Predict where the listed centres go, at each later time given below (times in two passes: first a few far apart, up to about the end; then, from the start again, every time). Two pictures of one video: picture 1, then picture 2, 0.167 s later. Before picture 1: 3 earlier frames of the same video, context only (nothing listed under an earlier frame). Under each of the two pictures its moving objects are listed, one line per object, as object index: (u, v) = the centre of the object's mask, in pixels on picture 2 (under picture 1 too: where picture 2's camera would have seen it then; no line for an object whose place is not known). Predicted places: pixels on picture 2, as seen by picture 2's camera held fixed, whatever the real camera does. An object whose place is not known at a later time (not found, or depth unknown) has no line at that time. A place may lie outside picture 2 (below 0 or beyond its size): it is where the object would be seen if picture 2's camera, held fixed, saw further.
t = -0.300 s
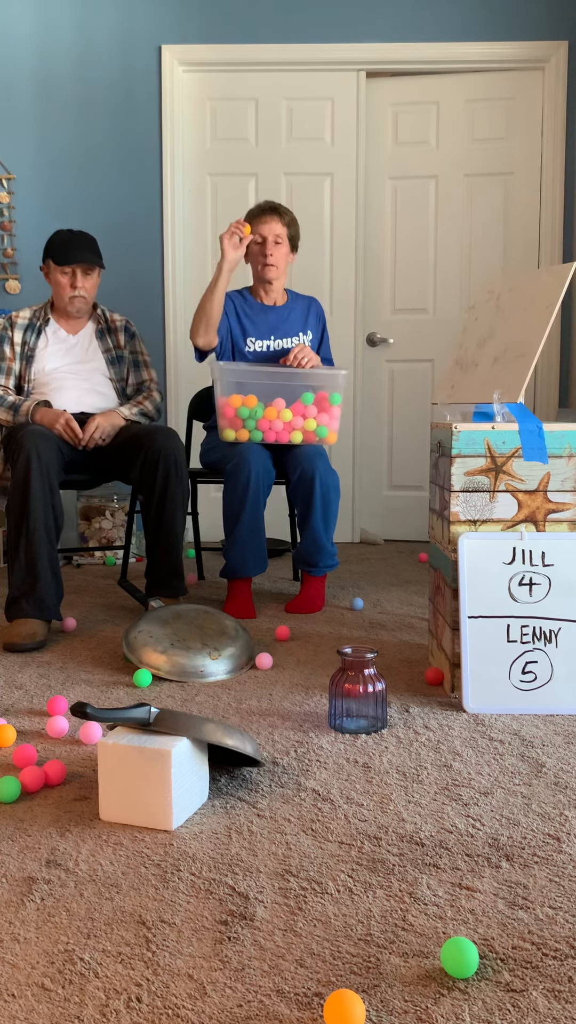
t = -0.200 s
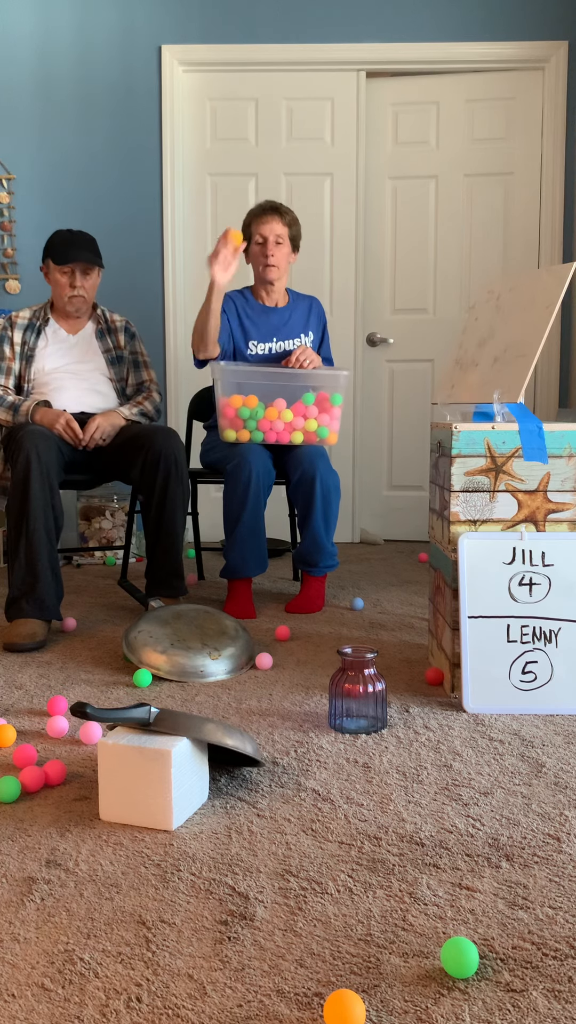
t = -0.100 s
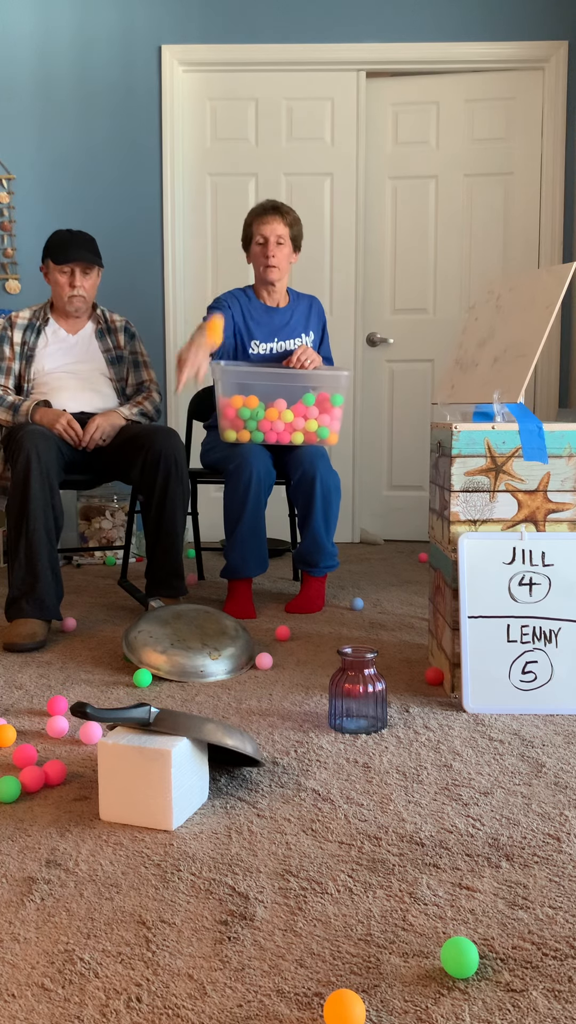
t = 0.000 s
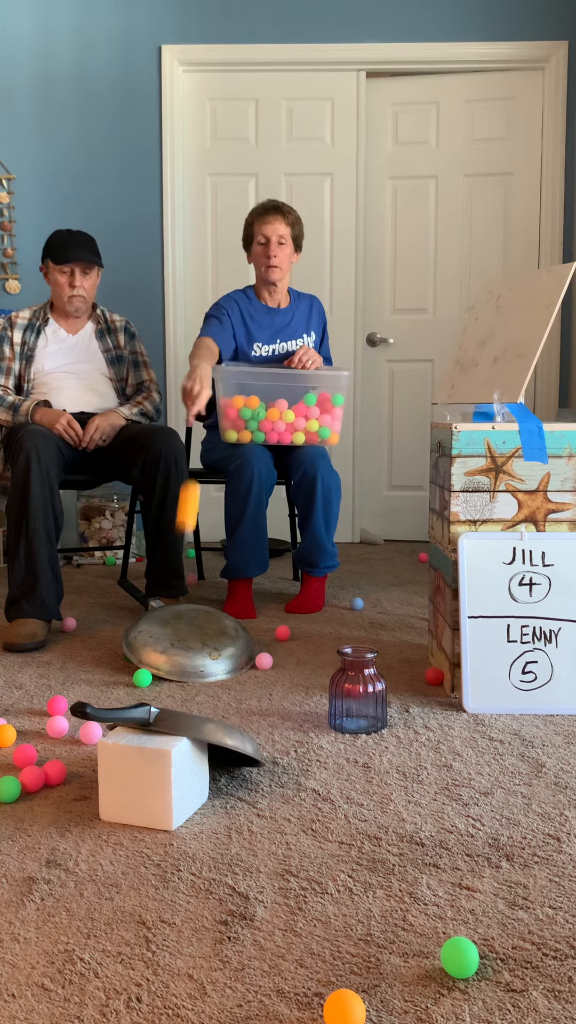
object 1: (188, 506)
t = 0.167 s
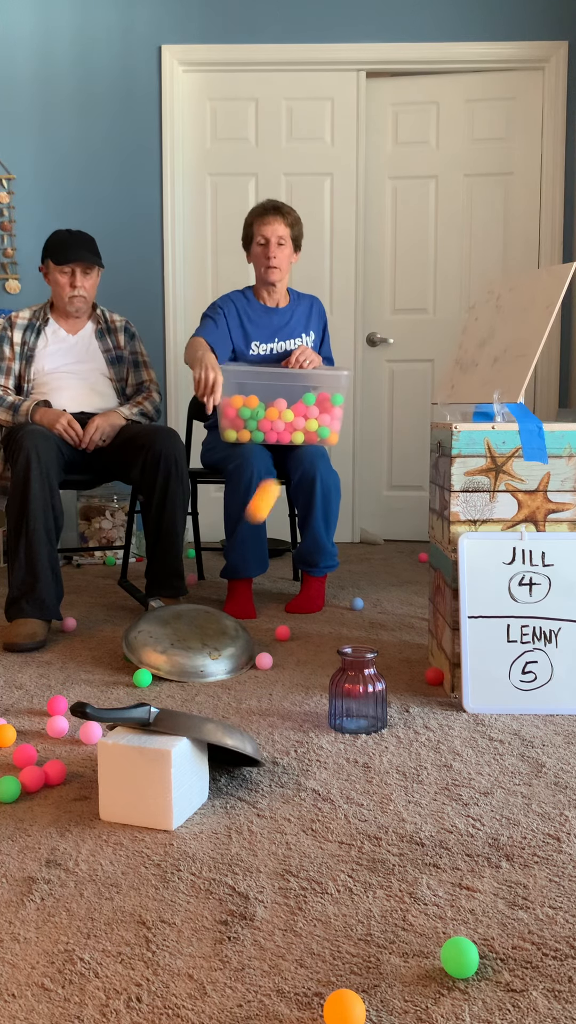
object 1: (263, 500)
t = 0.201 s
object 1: (293, 451)
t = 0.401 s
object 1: (454, 304)
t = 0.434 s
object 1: (476, 303)
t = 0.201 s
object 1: (293, 451)
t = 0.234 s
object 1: (326, 405)
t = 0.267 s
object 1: (353, 372)
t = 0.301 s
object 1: (379, 346)
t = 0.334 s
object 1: (405, 325)
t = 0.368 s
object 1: (430, 311)
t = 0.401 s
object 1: (454, 304)
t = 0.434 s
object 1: (476, 303)
